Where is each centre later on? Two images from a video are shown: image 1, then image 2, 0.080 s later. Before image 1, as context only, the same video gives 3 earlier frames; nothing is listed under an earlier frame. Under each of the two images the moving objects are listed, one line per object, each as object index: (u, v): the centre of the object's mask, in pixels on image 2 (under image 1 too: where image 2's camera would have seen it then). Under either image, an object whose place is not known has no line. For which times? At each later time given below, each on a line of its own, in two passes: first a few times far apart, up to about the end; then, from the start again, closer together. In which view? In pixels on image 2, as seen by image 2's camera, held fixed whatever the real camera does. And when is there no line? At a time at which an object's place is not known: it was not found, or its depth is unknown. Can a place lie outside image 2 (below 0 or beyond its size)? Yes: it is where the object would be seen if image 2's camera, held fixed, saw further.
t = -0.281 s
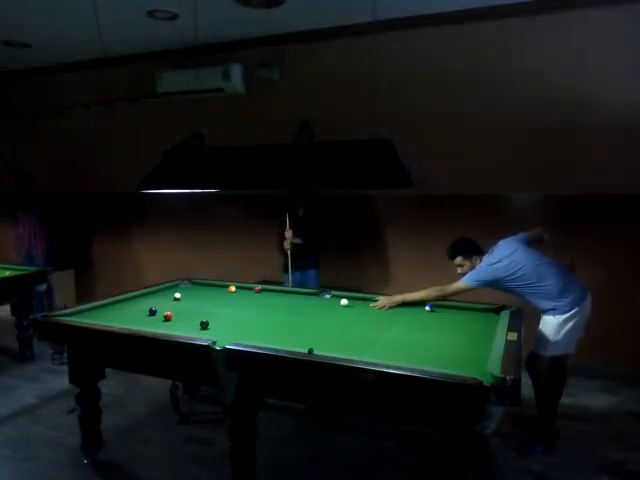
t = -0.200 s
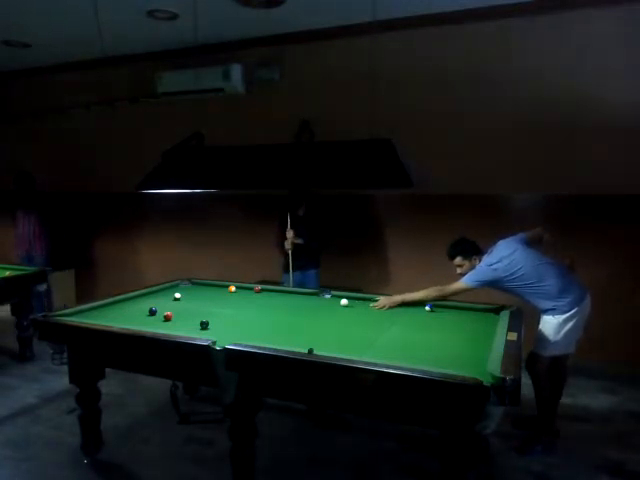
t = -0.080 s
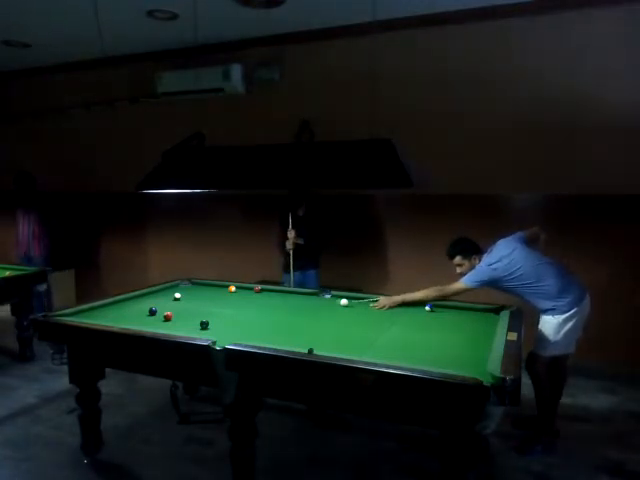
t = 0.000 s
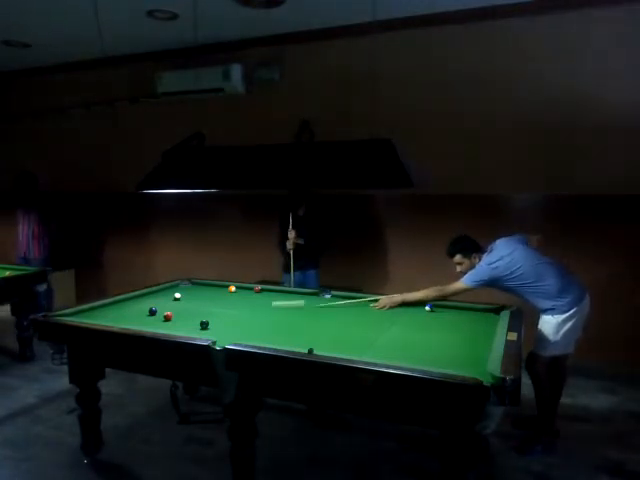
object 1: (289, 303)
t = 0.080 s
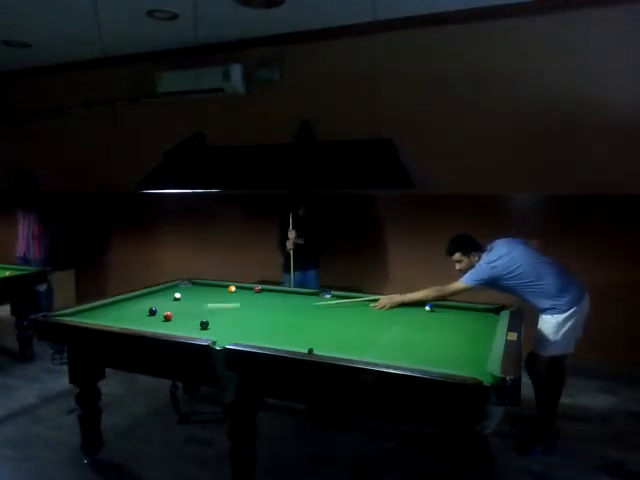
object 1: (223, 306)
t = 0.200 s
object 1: (160, 308)
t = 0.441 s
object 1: (147, 303)
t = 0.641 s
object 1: (136, 299)
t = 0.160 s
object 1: (166, 308)
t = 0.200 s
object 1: (160, 308)
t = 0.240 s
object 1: (158, 307)
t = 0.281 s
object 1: (156, 306)
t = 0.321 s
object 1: (154, 306)
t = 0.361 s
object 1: (152, 305)
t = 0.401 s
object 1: (149, 304)
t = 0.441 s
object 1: (147, 303)
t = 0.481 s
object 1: (145, 302)
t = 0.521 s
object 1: (142, 302)
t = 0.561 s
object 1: (140, 301)
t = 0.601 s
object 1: (138, 300)
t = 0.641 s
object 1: (136, 299)
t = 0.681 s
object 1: (134, 299)
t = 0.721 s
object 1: (132, 298)
